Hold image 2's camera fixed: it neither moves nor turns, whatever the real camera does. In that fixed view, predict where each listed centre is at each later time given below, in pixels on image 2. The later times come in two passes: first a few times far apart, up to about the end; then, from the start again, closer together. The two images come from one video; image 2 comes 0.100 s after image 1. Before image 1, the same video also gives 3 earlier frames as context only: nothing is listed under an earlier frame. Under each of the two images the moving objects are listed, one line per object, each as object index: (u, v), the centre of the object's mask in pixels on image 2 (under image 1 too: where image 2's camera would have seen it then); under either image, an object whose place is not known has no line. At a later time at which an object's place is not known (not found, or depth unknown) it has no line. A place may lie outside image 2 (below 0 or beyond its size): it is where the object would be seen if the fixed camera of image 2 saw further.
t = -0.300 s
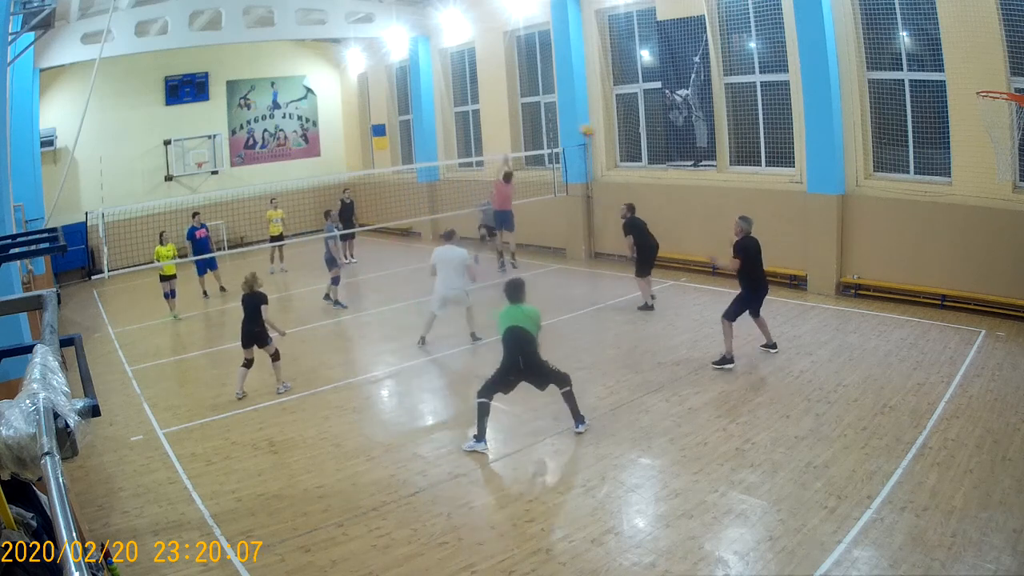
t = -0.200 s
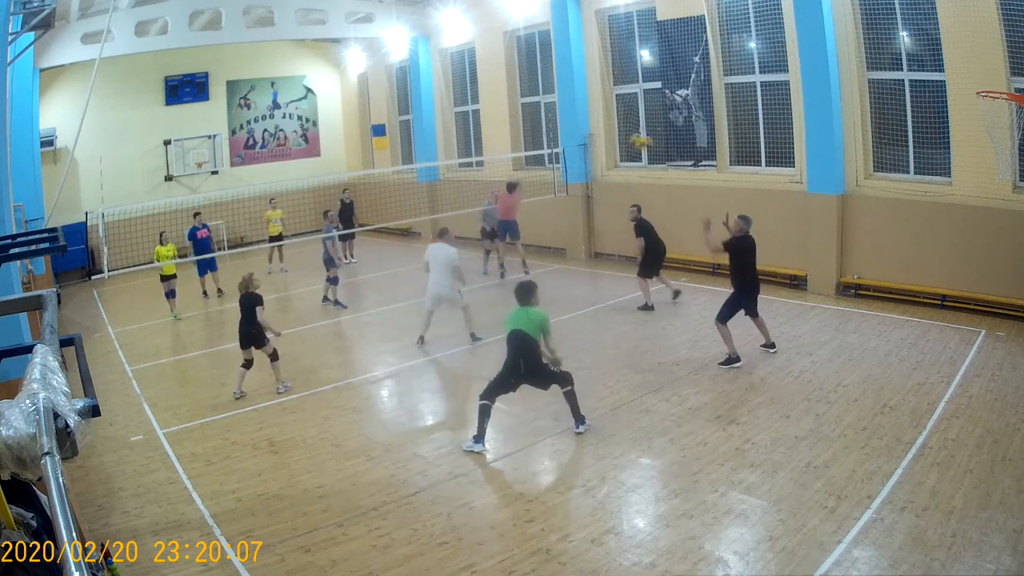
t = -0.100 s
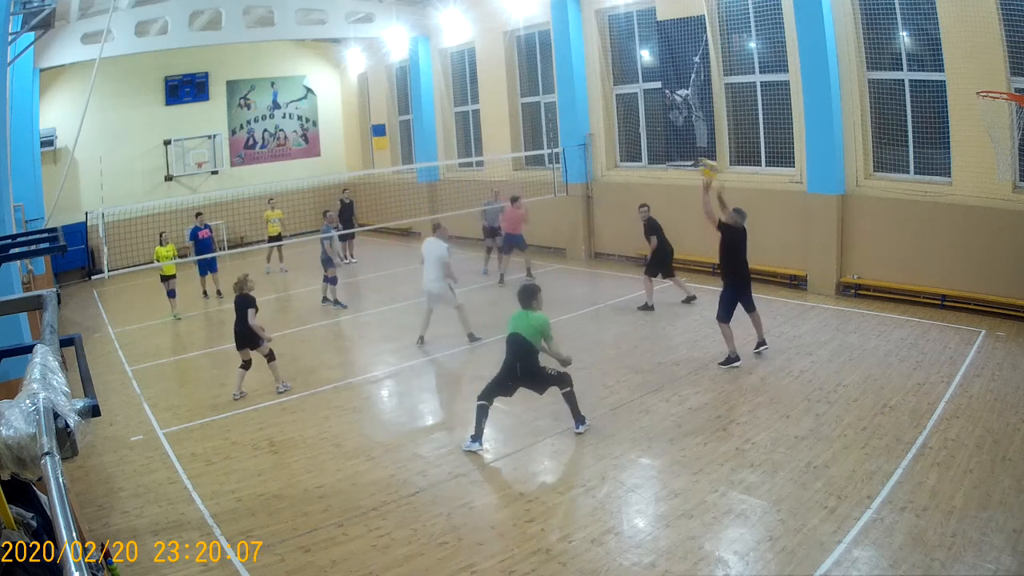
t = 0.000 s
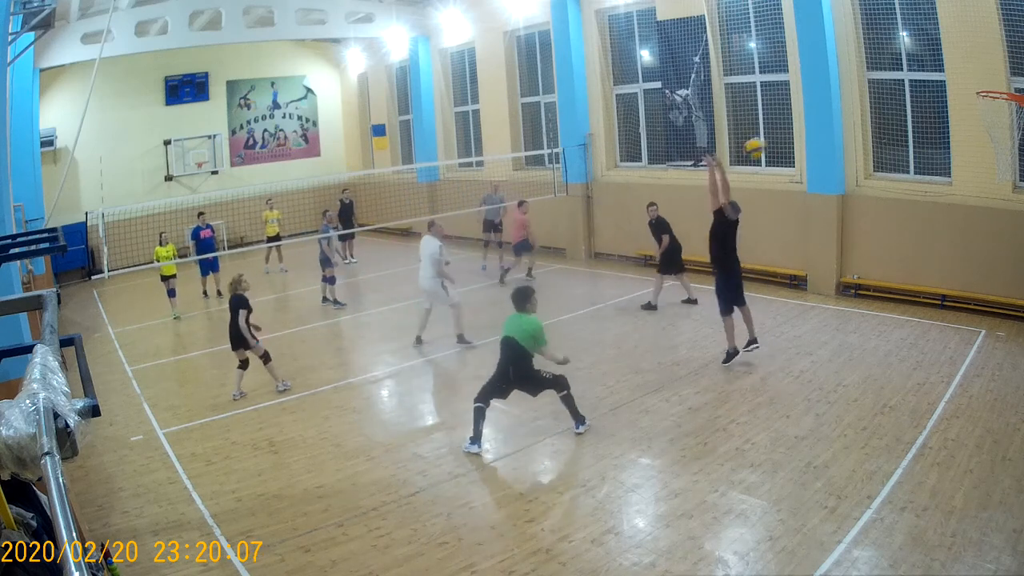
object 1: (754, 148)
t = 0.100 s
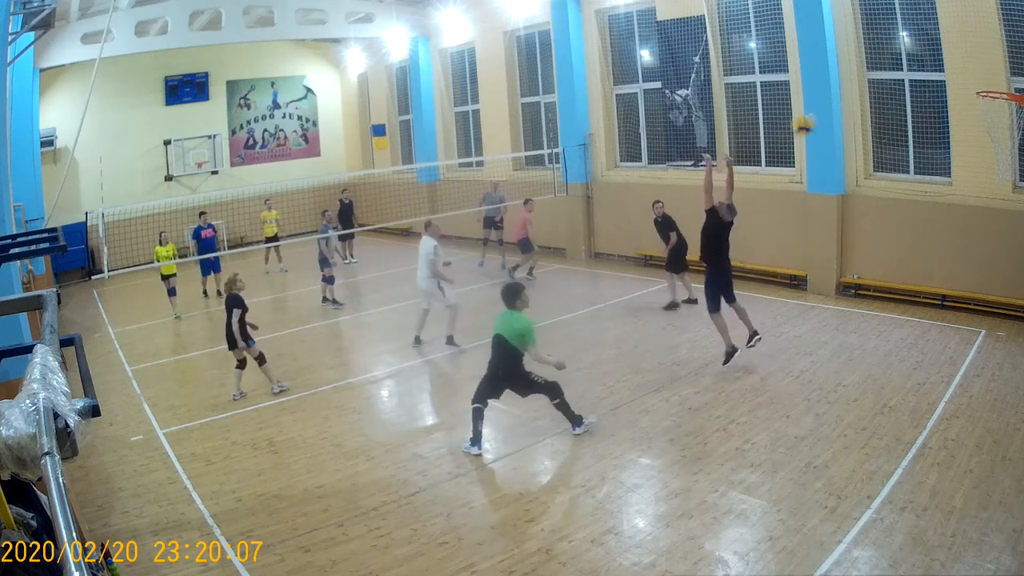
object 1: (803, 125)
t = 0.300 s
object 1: (920, 107)
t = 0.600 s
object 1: (998, 182)
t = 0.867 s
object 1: (864, 334)
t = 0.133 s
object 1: (822, 117)
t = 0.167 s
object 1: (840, 114)
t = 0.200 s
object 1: (858, 110)
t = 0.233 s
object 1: (878, 107)
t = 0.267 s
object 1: (898, 106)
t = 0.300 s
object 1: (920, 107)
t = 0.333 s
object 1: (936, 109)
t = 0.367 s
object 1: (960, 113)
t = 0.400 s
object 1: (982, 118)
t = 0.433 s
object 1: (1004, 126)
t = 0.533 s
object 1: (1021, 156)
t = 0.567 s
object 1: (1017, 170)
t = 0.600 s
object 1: (998, 182)
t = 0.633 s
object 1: (982, 196)
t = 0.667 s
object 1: (967, 211)
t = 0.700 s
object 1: (950, 228)
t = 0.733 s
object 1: (935, 246)
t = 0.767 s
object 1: (916, 267)
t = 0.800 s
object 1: (899, 287)
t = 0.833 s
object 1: (884, 308)
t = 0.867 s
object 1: (864, 334)
